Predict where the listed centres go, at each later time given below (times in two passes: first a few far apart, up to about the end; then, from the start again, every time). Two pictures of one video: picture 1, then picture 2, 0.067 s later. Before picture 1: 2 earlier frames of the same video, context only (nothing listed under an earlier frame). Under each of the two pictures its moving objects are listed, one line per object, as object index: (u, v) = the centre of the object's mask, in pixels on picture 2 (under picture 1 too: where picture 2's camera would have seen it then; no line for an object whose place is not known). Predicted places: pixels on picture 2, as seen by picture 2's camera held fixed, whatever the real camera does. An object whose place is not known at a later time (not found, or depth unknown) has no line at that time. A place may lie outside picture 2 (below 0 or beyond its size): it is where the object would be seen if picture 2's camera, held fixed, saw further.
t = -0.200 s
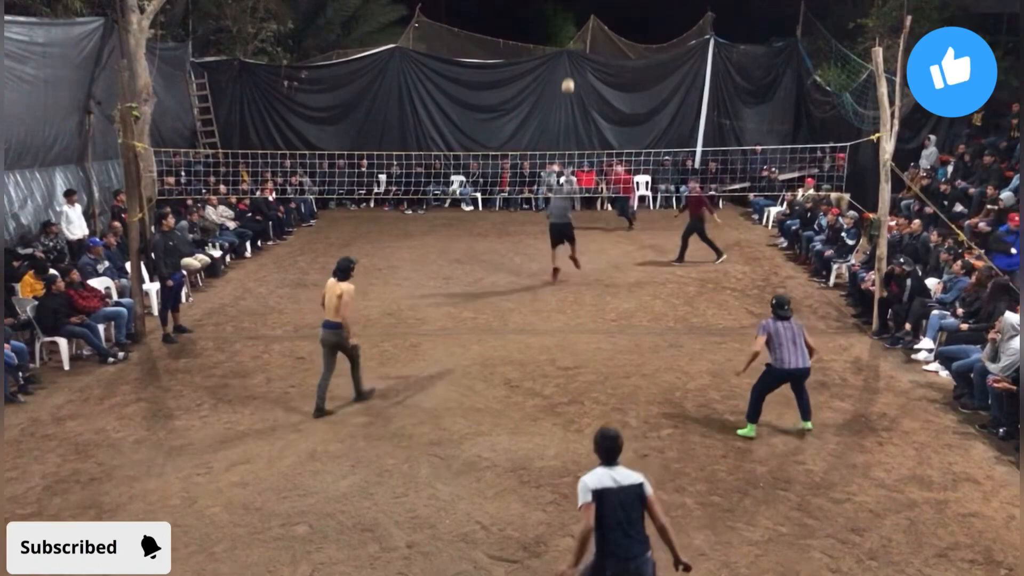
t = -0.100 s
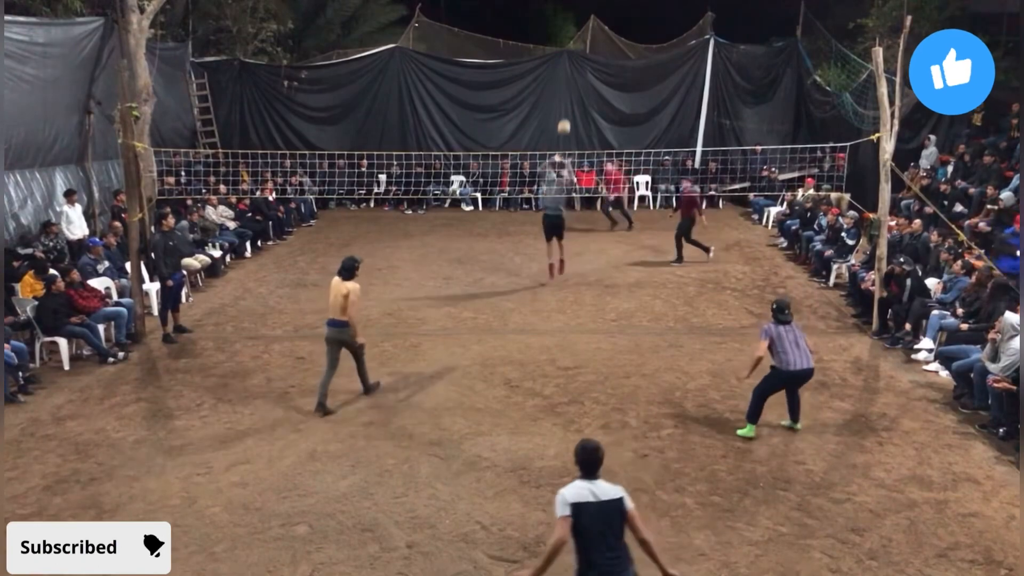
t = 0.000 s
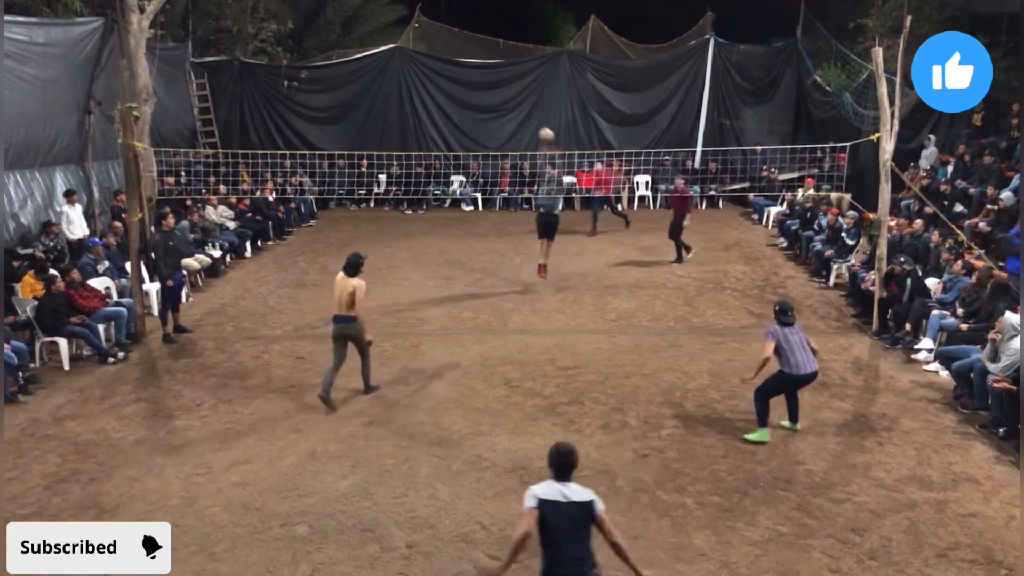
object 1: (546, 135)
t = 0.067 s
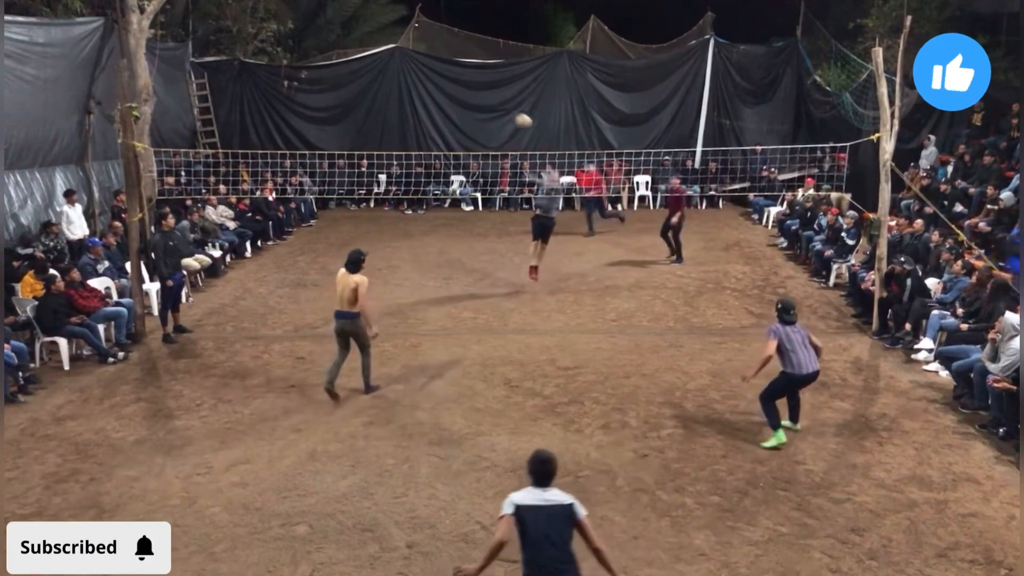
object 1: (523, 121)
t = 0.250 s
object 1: (452, 95)
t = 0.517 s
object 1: (315, 101)
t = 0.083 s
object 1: (518, 118)
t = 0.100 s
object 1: (511, 115)
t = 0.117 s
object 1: (505, 112)
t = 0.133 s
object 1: (498, 110)
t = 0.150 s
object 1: (492, 108)
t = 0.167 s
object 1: (486, 105)
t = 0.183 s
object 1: (479, 103)
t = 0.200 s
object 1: (473, 101)
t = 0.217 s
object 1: (466, 99)
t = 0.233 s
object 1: (459, 97)
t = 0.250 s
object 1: (452, 95)
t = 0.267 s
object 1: (445, 94)
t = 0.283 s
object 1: (438, 93)
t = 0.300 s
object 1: (430, 92)
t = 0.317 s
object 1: (422, 91)
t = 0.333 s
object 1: (414, 90)
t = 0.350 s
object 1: (406, 90)
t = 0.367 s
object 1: (397, 90)
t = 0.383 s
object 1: (389, 91)
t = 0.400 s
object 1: (380, 91)
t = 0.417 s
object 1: (372, 91)
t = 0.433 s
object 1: (363, 92)
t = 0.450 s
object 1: (354, 93)
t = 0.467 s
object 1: (345, 95)
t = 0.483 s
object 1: (335, 97)
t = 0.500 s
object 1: (326, 98)
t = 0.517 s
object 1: (315, 101)
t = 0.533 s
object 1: (305, 103)
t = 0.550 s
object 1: (294, 106)
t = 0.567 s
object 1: (284, 110)
